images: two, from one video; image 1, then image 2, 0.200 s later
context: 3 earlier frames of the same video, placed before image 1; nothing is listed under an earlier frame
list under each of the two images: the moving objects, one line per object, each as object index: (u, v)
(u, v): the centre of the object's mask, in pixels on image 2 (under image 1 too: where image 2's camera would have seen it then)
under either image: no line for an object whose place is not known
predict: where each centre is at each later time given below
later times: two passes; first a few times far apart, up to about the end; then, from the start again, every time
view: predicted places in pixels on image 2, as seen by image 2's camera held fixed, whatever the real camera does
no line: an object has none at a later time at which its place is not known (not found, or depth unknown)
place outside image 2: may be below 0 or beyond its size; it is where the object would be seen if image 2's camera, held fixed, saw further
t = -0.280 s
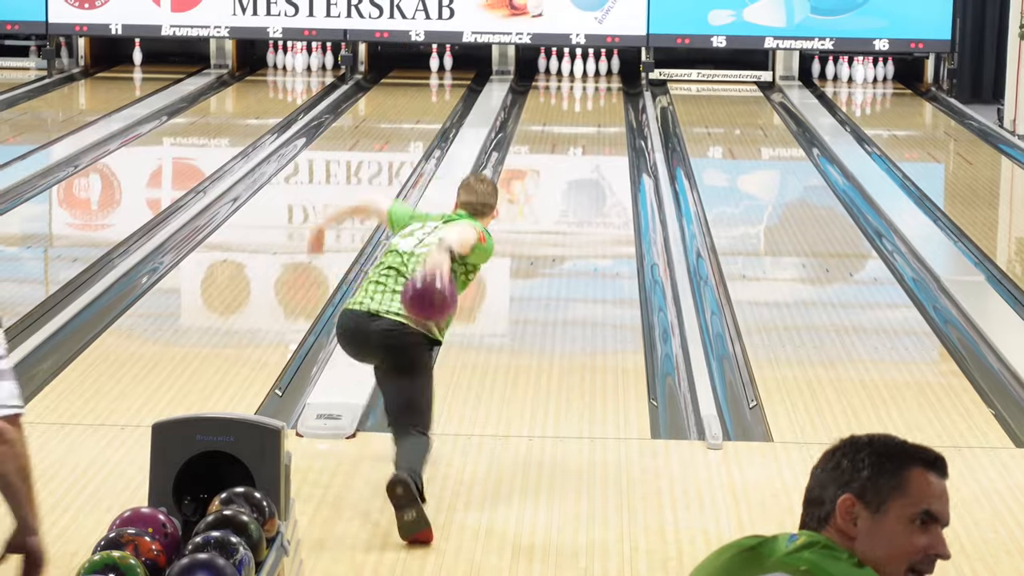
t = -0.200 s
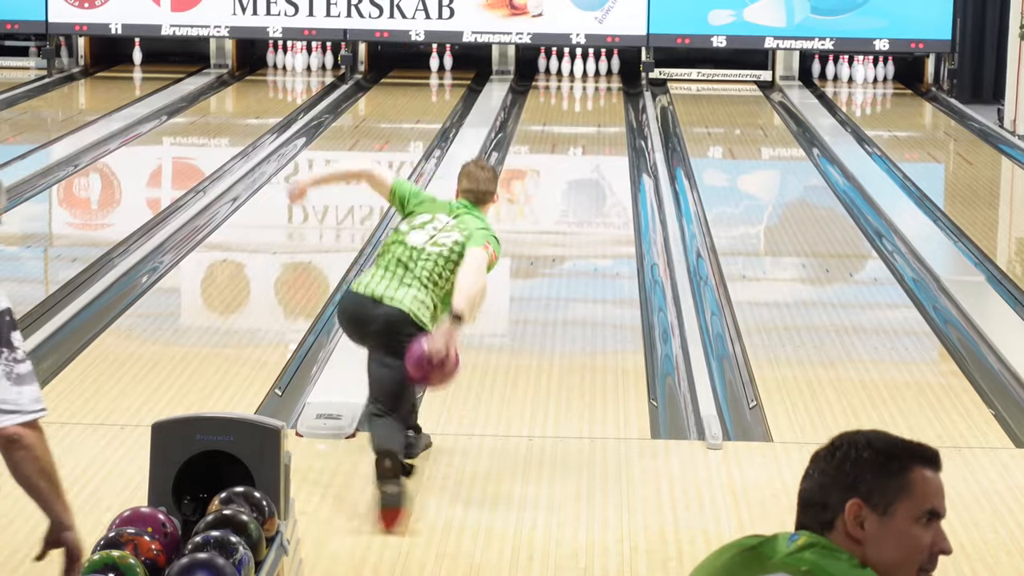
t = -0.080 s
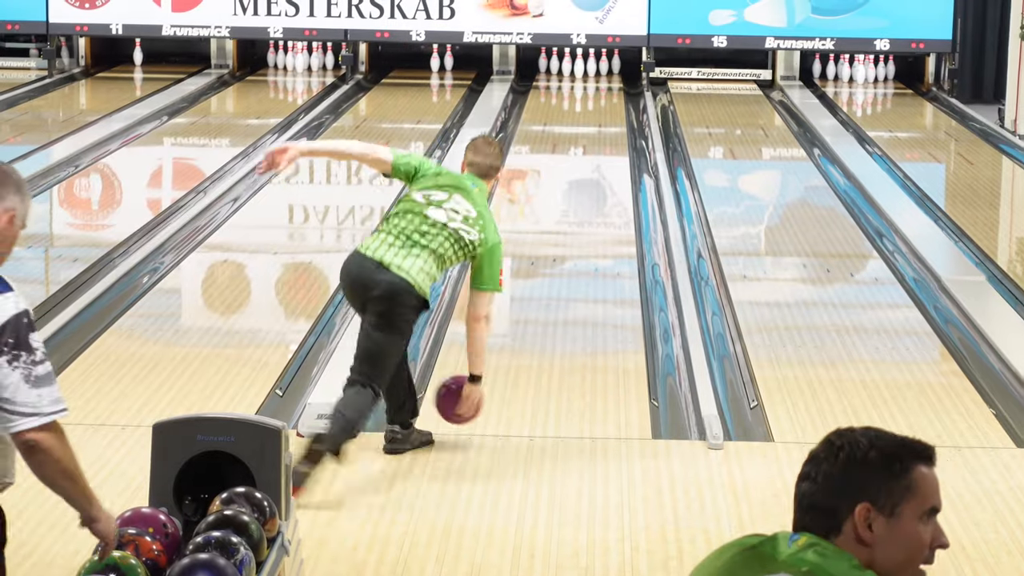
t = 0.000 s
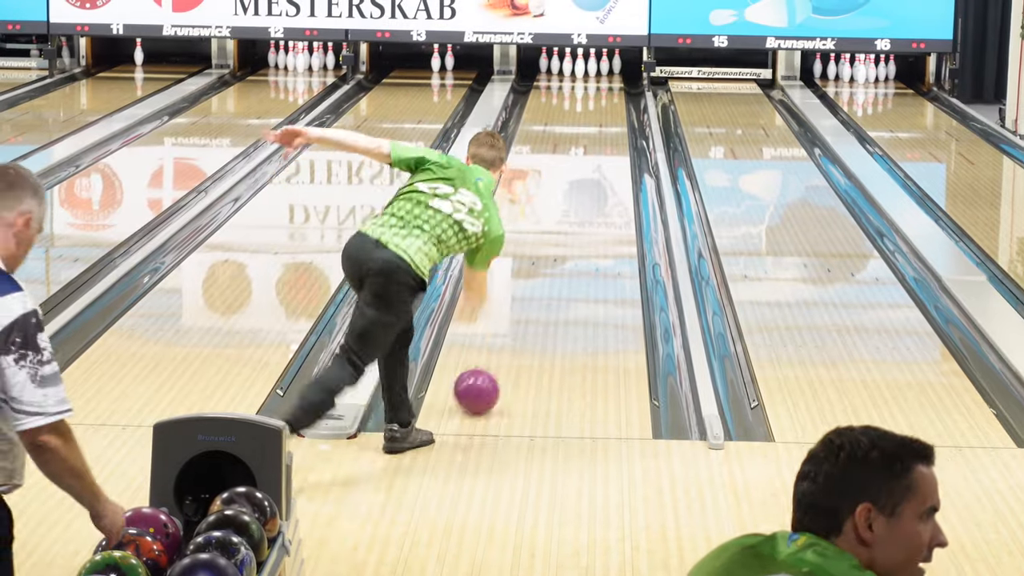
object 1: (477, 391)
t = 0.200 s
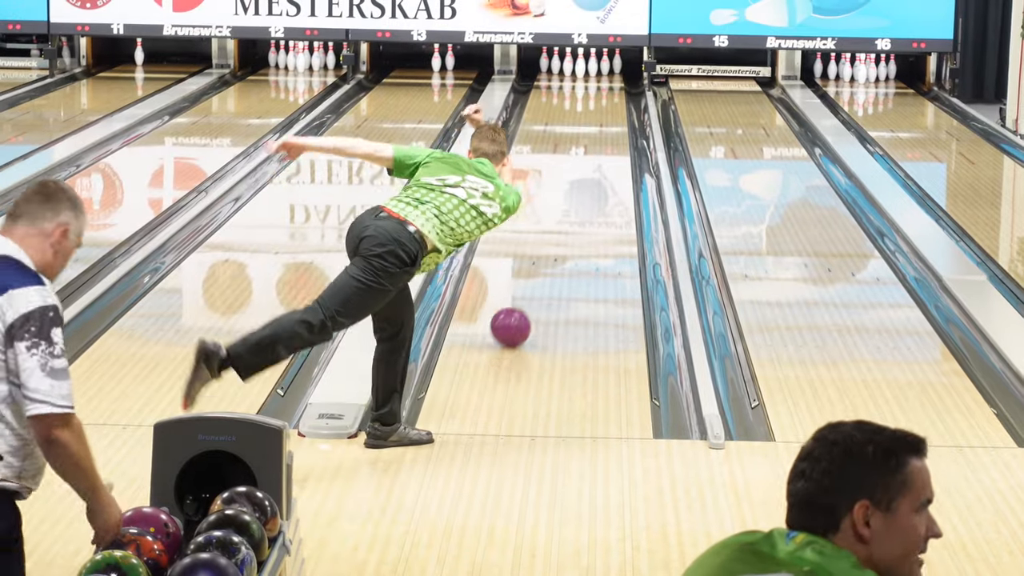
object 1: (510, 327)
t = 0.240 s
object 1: (516, 316)
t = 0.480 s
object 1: (545, 261)
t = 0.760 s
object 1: (568, 212)
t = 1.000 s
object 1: (582, 179)
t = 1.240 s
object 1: (593, 153)
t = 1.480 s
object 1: (600, 131)
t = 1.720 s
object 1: (604, 112)
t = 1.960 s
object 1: (602, 96)
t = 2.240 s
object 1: (593, 82)
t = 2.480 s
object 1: (582, 70)
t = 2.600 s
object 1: (577, 67)
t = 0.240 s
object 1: (516, 316)
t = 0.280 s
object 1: (521, 306)
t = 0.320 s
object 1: (526, 296)
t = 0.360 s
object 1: (531, 287)
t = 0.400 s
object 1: (535, 278)
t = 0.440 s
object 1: (540, 269)
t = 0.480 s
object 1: (545, 261)
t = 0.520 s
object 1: (548, 253)
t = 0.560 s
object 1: (552, 246)
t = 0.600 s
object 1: (555, 238)
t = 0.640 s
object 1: (559, 232)
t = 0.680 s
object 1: (562, 225)
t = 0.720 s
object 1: (565, 218)
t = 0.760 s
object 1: (568, 212)
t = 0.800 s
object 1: (571, 206)
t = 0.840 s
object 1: (573, 200)
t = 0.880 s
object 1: (576, 195)
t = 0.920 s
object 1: (578, 189)
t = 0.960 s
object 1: (580, 184)
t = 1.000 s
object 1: (582, 179)
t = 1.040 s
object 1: (585, 174)
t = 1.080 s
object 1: (586, 170)
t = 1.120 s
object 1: (588, 165)
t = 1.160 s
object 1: (590, 161)
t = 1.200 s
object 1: (591, 157)
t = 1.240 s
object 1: (593, 153)
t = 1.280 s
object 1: (594, 149)
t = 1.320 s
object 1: (596, 145)
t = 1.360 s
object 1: (597, 142)
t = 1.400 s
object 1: (598, 138)
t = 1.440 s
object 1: (599, 134)
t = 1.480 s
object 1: (600, 131)
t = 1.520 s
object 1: (601, 128)
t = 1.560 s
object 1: (602, 124)
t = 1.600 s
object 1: (603, 121)
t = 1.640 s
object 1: (603, 118)
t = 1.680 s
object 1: (603, 115)
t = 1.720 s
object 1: (604, 112)
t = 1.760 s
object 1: (604, 110)
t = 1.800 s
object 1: (604, 107)
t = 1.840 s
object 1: (603, 104)
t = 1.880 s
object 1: (603, 102)
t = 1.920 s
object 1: (603, 99)
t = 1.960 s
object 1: (602, 96)
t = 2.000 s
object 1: (601, 94)
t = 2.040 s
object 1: (600, 92)
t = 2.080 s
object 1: (599, 89)
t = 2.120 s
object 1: (598, 87)
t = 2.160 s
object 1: (597, 85)
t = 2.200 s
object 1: (595, 83)
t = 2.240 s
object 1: (593, 82)
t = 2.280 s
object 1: (591, 79)
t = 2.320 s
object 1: (590, 77)
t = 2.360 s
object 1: (587, 75)
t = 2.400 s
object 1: (585, 74)
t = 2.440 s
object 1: (583, 72)
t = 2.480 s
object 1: (582, 70)
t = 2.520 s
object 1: (581, 69)
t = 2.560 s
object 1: (579, 68)
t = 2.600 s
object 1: (577, 67)
